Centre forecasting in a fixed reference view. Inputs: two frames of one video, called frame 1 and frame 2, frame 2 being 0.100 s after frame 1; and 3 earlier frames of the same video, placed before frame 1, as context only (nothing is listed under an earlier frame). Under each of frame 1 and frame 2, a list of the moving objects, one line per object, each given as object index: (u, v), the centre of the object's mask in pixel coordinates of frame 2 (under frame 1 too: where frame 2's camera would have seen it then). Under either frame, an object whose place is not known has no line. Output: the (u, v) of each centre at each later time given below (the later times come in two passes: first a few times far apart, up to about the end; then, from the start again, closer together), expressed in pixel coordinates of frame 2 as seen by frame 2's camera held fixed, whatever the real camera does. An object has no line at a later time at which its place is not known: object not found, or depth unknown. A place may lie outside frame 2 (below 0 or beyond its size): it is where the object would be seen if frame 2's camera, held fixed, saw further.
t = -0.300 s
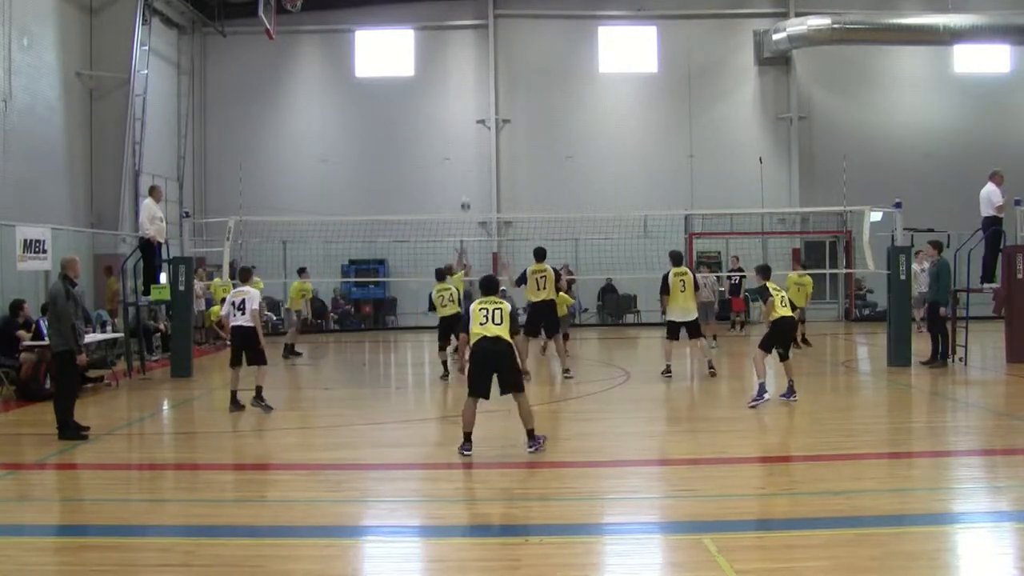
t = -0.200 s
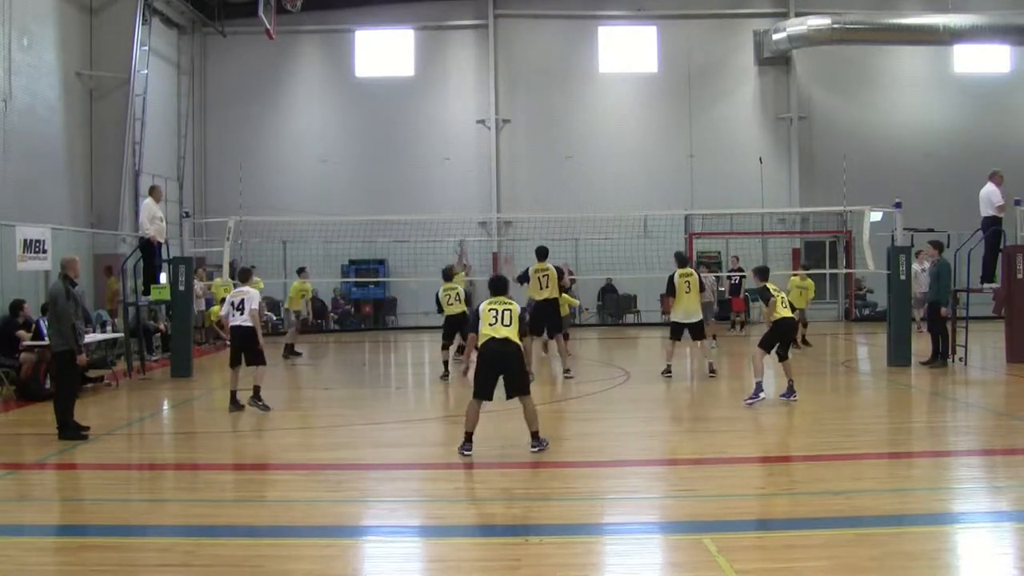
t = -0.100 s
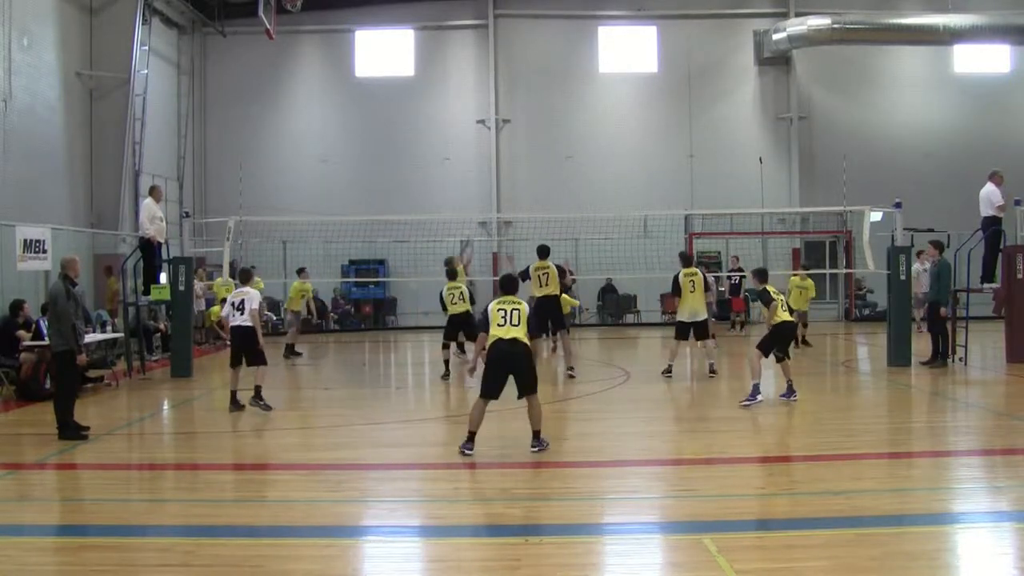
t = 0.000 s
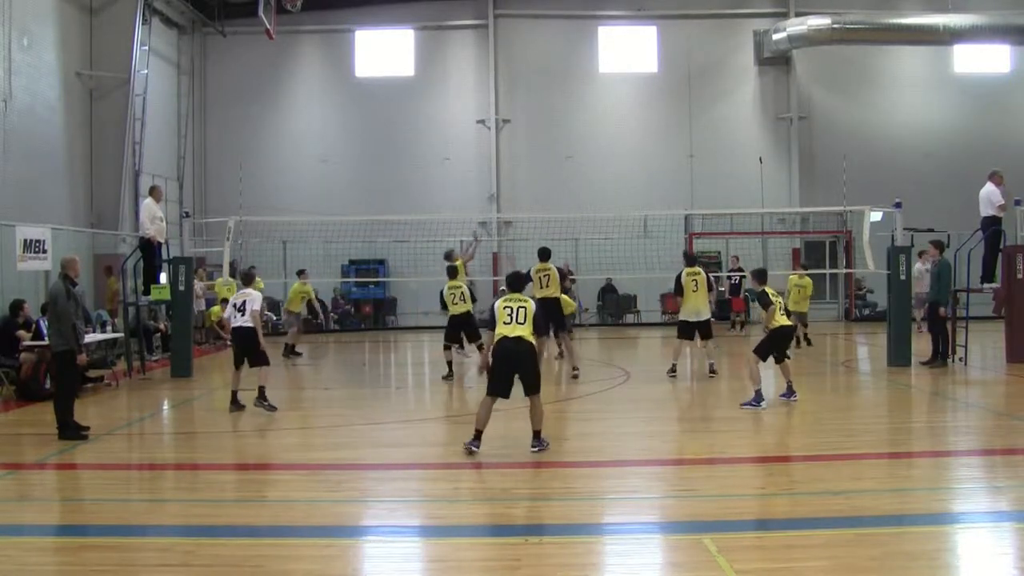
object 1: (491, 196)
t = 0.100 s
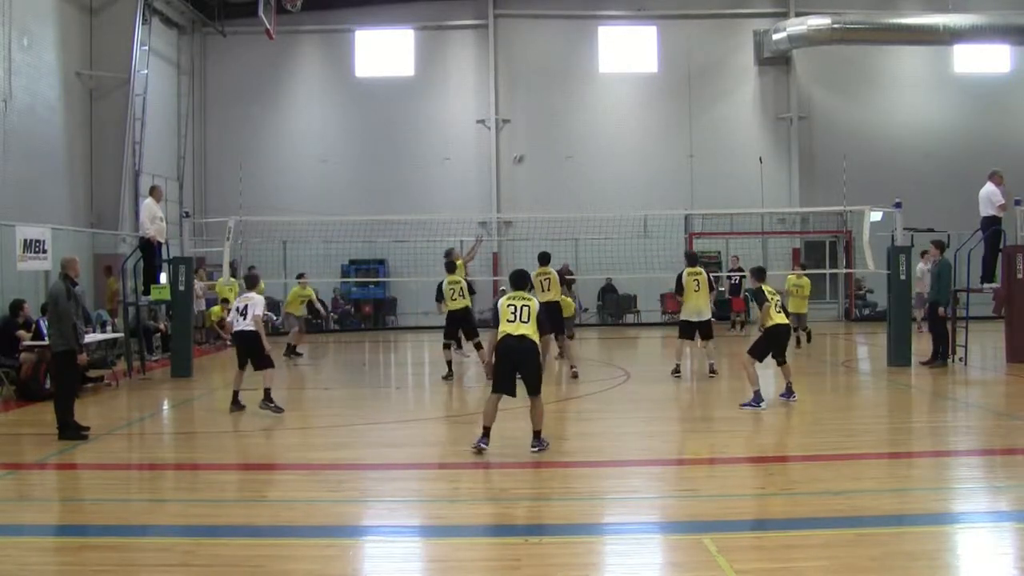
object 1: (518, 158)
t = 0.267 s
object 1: (561, 110)
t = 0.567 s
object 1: (633, 71)
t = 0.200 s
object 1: (544, 128)
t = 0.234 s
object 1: (552, 119)
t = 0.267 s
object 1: (561, 110)
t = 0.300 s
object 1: (569, 103)
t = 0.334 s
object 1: (577, 96)
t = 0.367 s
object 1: (585, 91)
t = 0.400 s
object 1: (594, 85)
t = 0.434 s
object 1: (601, 81)
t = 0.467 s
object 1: (609, 78)
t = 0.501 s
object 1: (616, 75)
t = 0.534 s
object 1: (626, 72)
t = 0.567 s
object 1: (633, 71)
